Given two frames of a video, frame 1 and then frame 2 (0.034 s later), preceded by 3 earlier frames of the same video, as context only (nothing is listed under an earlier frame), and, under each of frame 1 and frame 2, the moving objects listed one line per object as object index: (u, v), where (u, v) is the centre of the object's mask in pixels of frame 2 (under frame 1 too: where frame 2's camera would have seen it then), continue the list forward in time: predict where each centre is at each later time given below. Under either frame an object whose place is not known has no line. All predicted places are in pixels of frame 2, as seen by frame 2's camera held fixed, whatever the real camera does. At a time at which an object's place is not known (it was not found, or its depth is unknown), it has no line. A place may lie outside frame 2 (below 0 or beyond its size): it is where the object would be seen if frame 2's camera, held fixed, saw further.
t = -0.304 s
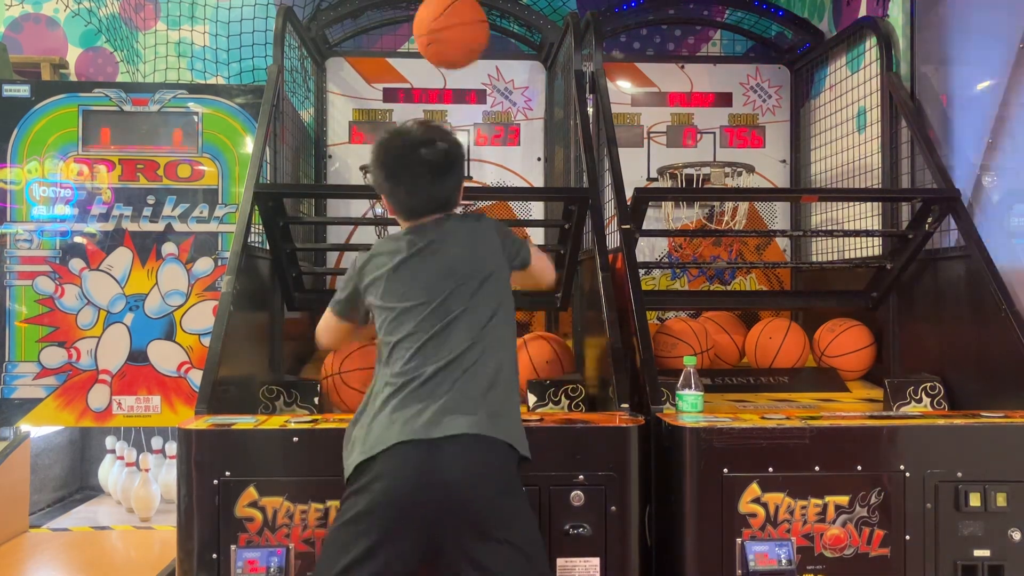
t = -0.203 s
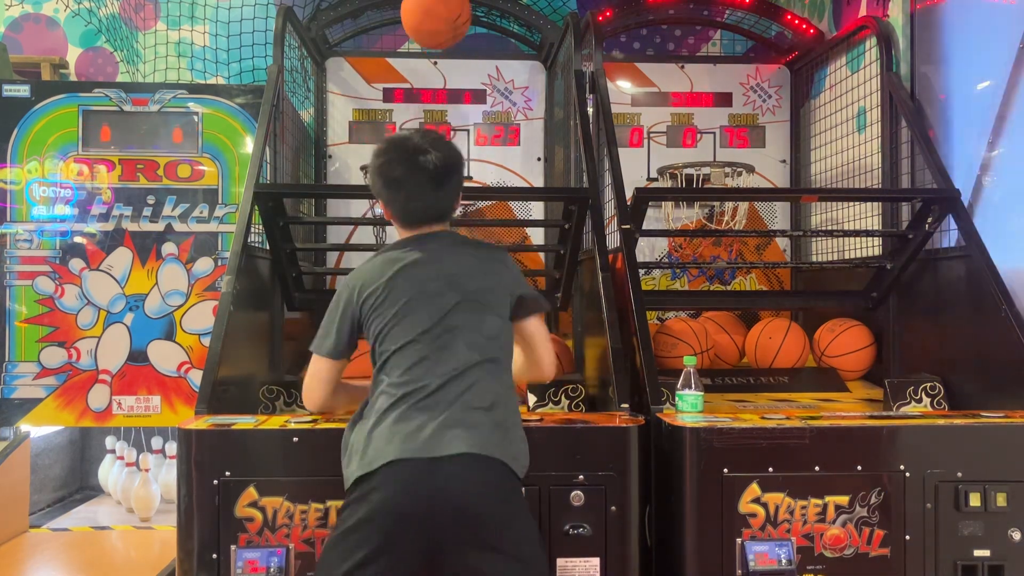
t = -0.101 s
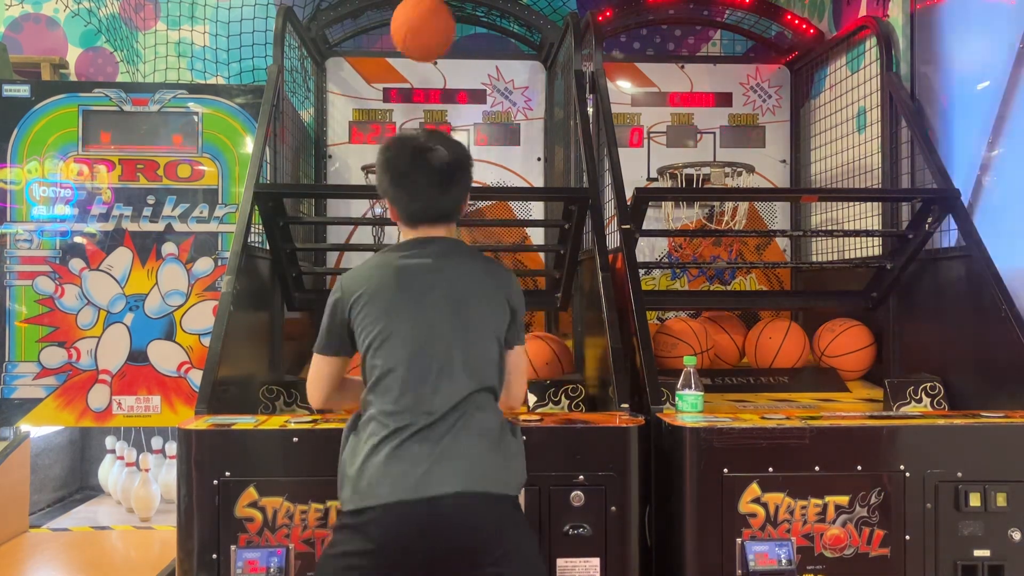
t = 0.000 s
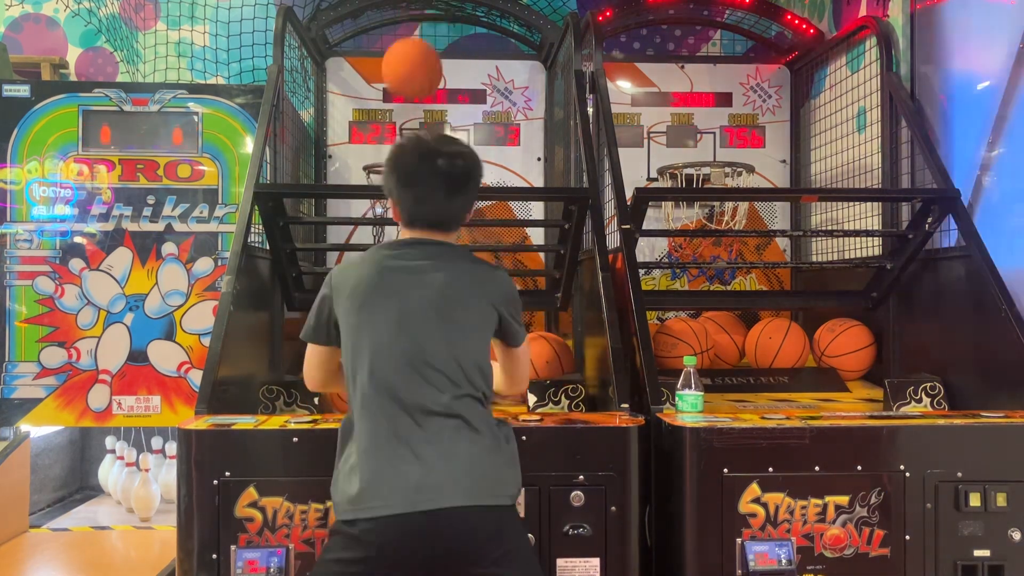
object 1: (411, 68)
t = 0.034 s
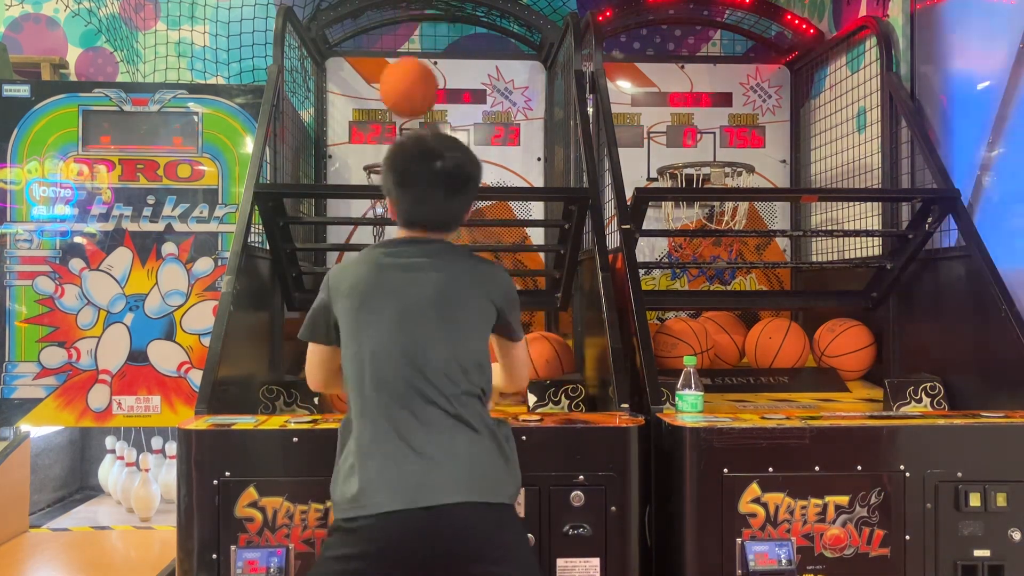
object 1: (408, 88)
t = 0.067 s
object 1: (405, 106)
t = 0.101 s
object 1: (397, 119)
